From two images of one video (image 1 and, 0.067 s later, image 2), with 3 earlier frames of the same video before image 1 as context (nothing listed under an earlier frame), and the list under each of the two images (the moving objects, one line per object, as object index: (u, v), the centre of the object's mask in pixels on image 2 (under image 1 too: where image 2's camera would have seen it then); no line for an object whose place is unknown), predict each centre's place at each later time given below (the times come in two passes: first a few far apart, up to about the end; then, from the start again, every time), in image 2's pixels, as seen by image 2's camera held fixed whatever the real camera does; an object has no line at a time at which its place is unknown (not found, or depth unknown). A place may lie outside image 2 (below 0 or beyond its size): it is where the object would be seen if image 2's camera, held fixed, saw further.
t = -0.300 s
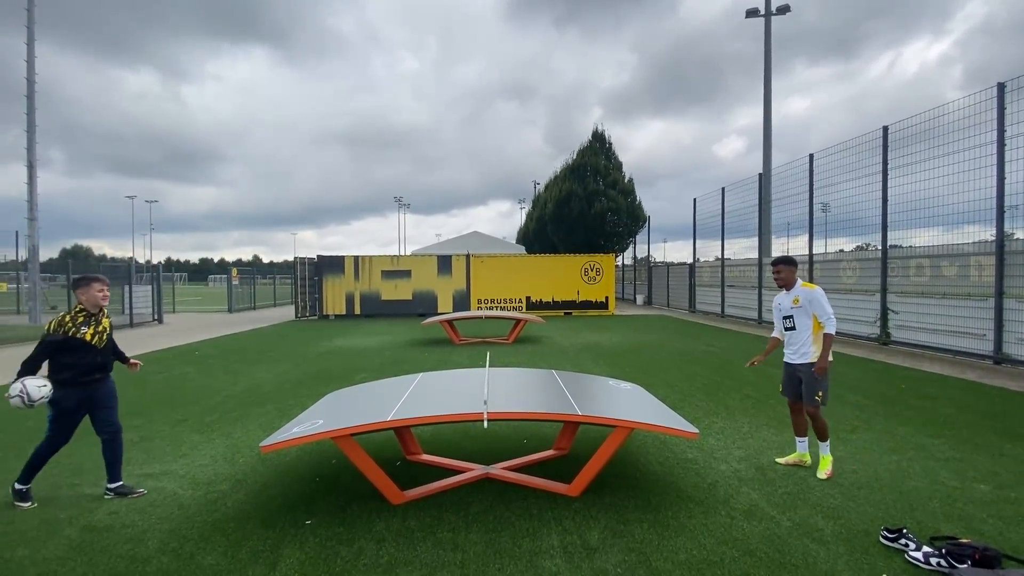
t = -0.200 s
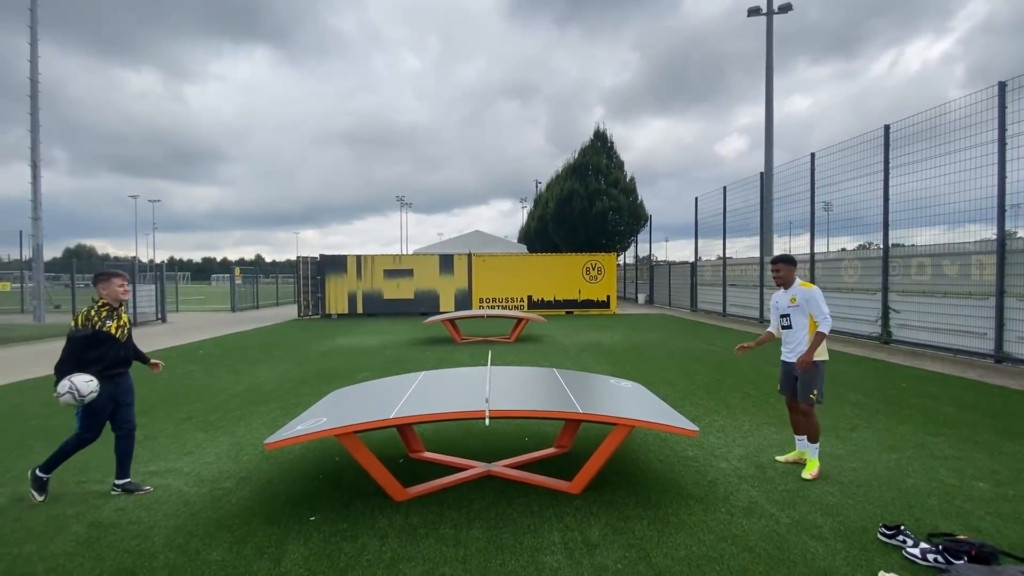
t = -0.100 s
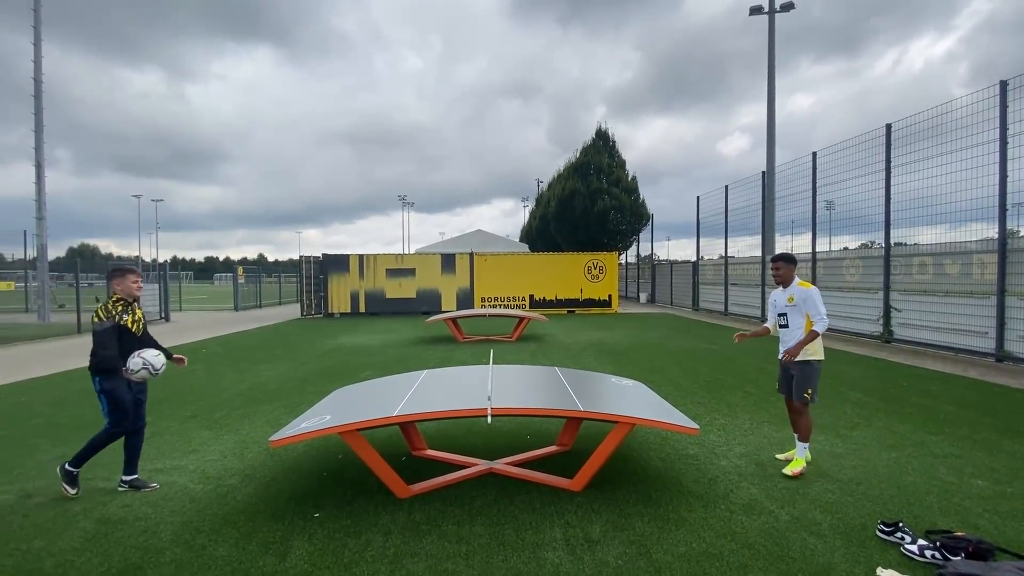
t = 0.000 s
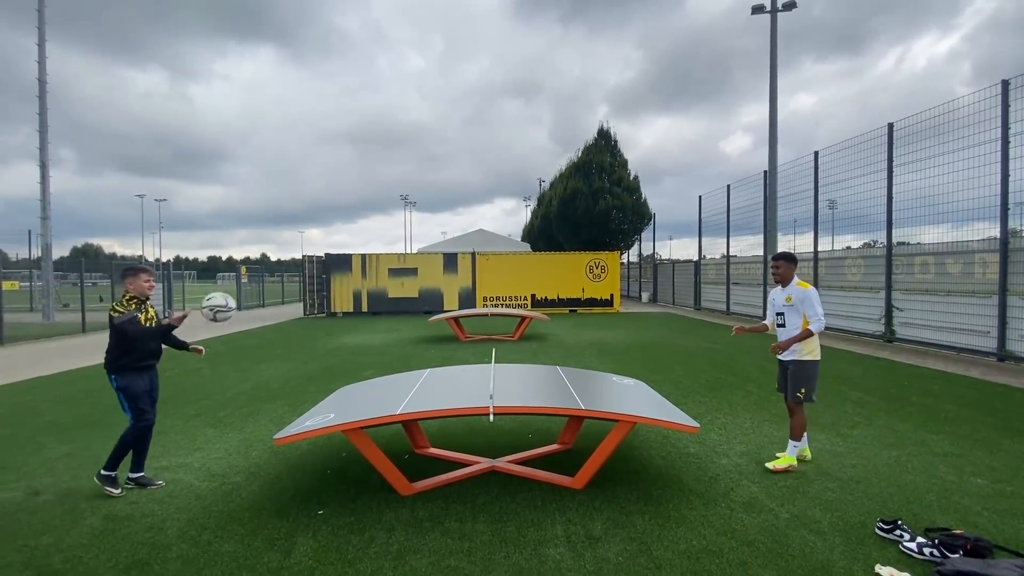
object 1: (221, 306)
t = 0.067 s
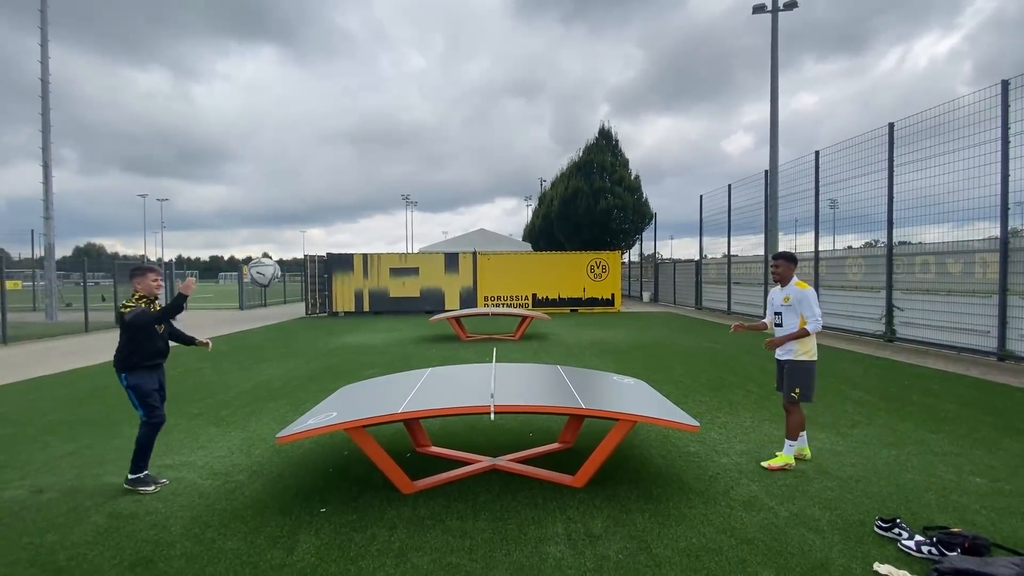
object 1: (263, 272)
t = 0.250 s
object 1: (373, 213)
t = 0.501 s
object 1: (506, 205)
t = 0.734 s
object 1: (617, 260)
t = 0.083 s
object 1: (274, 265)
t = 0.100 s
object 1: (284, 258)
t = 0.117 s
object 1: (294, 251)
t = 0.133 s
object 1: (305, 244)
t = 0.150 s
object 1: (315, 240)
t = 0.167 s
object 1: (325, 234)
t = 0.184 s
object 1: (335, 229)
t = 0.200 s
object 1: (345, 224)
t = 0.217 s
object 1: (354, 220)
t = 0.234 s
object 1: (364, 216)
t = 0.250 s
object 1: (373, 213)
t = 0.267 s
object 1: (383, 210)
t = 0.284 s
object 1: (392, 208)
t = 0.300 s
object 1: (402, 205)
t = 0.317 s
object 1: (411, 204)
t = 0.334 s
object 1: (419, 202)
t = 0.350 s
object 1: (428, 200)
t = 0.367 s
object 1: (437, 199)
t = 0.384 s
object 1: (446, 199)
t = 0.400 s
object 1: (455, 199)
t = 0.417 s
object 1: (464, 200)
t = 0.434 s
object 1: (472, 200)
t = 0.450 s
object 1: (480, 201)
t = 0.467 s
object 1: (489, 202)
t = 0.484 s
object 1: (498, 203)
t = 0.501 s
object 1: (506, 205)
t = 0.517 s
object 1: (514, 207)
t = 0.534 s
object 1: (522, 209)
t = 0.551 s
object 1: (530, 211)
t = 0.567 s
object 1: (539, 214)
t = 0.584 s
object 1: (546, 218)
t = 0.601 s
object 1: (554, 221)
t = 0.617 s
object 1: (562, 225)
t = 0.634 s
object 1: (570, 230)
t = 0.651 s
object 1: (578, 234)
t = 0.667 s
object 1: (586, 238)
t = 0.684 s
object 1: (594, 243)
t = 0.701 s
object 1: (602, 249)
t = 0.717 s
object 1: (610, 254)
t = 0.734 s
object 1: (617, 260)
